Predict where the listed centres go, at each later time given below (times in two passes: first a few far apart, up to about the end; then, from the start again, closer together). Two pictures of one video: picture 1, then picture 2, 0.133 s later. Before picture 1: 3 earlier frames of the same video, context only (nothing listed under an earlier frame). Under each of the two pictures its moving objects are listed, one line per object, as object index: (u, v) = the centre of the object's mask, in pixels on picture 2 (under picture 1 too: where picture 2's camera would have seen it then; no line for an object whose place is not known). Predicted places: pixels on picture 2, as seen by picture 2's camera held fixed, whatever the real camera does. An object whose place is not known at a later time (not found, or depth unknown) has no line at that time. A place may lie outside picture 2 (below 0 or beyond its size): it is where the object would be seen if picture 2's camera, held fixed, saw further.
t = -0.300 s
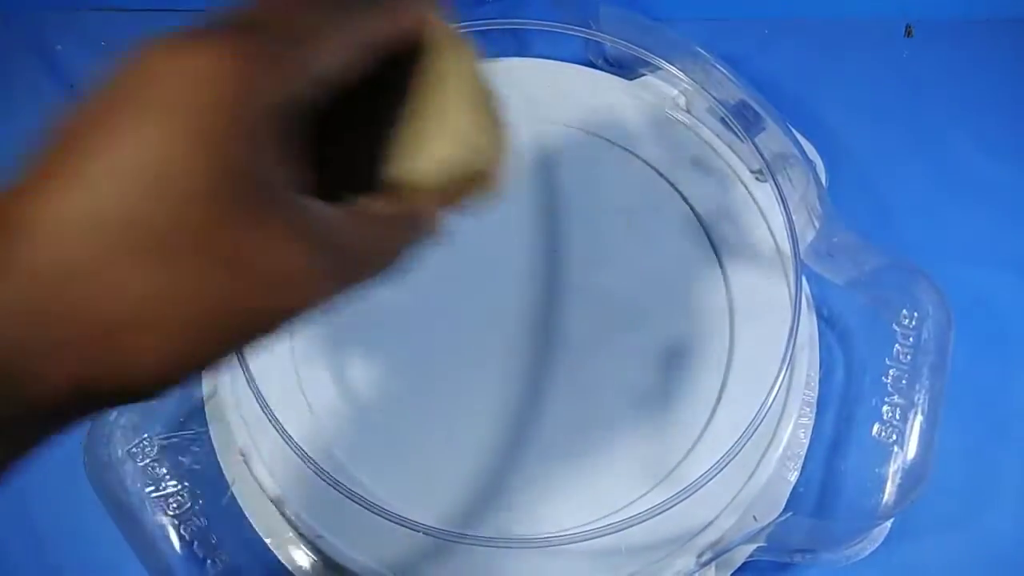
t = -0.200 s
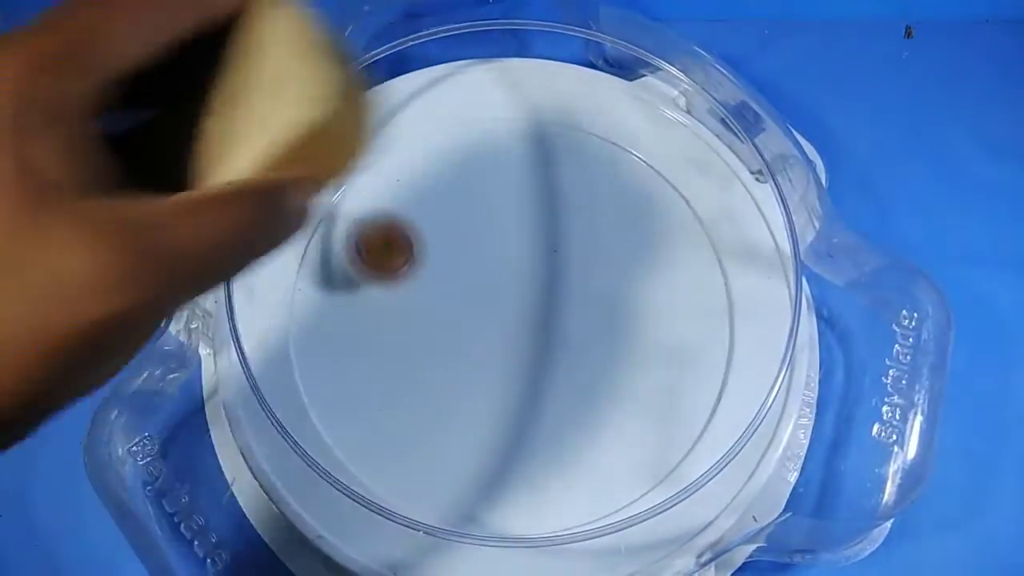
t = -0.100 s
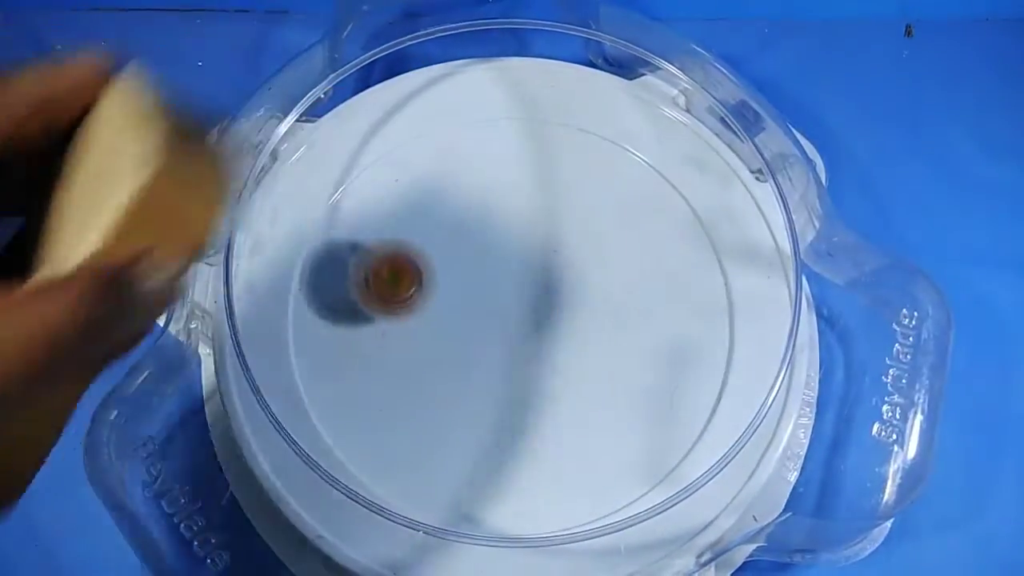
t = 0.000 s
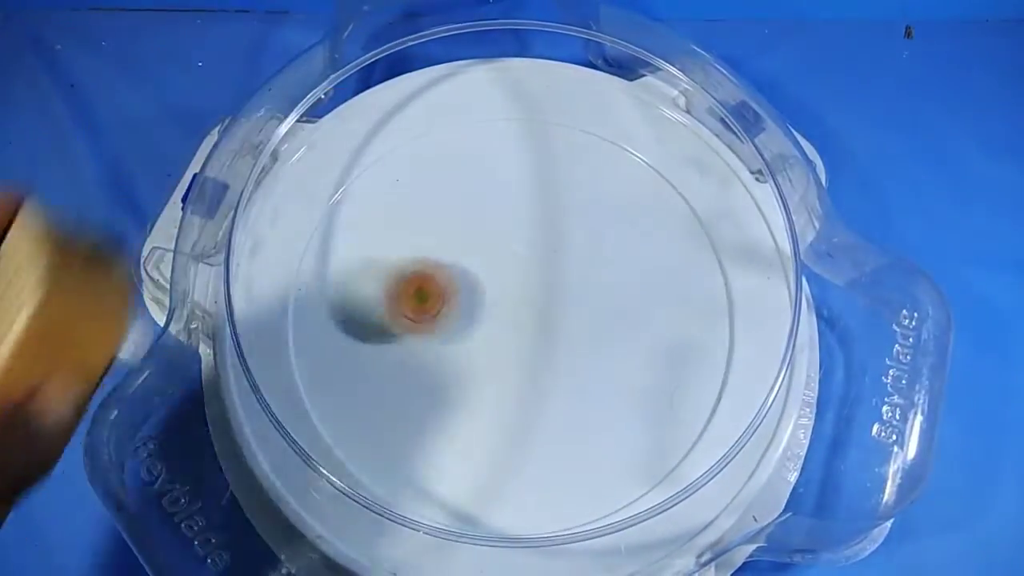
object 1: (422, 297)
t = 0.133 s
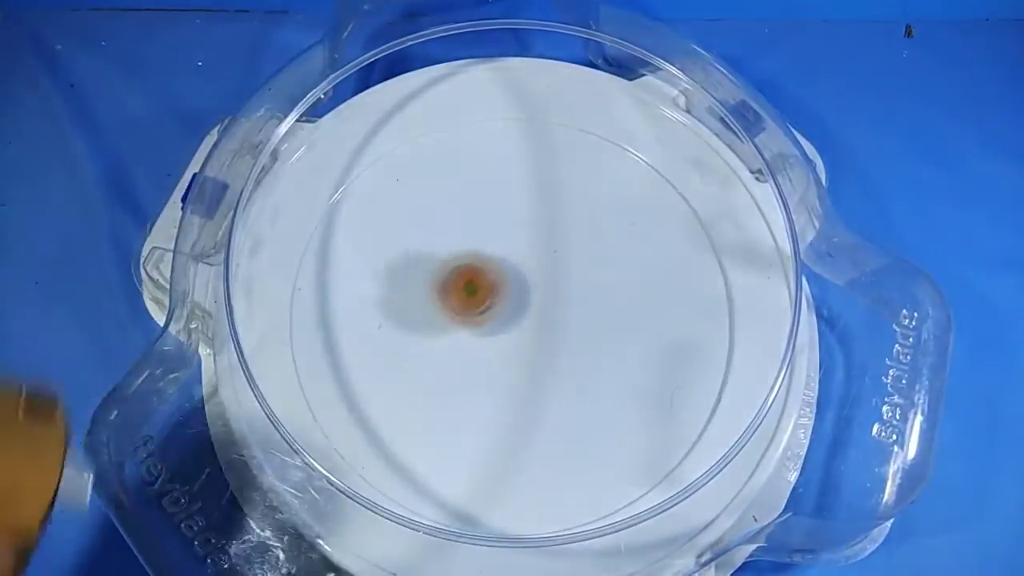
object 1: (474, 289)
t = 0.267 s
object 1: (512, 264)
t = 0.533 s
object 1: (530, 213)
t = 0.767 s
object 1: (508, 232)
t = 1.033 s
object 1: (544, 300)
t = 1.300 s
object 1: (592, 310)
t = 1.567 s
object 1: (544, 301)
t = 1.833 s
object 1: (491, 341)
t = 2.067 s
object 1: (484, 375)
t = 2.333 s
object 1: (499, 330)
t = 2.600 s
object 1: (461, 275)
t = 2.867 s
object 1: (426, 266)
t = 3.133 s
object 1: (476, 287)
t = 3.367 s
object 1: (531, 265)
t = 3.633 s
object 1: (543, 234)
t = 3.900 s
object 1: (519, 282)
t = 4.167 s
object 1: (540, 336)
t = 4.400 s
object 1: (558, 335)
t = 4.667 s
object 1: (507, 313)
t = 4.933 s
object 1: (450, 326)
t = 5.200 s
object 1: (462, 330)
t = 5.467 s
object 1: (486, 277)
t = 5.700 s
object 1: (478, 243)
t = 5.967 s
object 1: (487, 266)
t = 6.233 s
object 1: (536, 286)
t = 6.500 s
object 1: (559, 281)
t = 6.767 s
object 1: (526, 296)
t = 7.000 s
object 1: (500, 330)
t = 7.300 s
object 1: (496, 346)
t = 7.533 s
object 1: (492, 315)
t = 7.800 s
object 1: (470, 278)
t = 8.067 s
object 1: (462, 267)
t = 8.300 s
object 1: (493, 280)
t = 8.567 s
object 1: (535, 280)
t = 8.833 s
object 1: (543, 279)
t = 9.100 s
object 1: (520, 300)
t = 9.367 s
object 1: (502, 333)
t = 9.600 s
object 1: (500, 336)
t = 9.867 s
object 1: (491, 305)
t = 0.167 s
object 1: (485, 284)
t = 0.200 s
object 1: (495, 278)
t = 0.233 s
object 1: (504, 271)
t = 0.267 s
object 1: (512, 264)
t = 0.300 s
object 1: (517, 258)
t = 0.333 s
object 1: (521, 251)
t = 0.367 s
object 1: (526, 244)
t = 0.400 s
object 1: (529, 237)
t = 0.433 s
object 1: (530, 230)
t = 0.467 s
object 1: (532, 224)
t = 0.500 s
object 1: (532, 218)
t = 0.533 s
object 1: (530, 213)
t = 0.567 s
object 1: (528, 209)
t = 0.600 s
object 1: (526, 207)
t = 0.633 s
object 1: (522, 207)
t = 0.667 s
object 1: (517, 210)
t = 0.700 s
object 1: (513, 215)
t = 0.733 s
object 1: (510, 223)
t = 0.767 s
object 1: (508, 232)
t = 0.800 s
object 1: (509, 243)
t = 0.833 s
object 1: (510, 253)
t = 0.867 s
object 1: (514, 263)
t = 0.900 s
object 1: (519, 273)
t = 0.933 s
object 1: (524, 281)
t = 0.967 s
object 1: (531, 289)
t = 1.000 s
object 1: (537, 295)
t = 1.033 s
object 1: (544, 300)
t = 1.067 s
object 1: (551, 304)
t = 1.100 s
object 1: (559, 308)
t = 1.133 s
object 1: (566, 310)
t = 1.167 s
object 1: (573, 312)
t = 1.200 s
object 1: (579, 313)
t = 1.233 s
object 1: (585, 313)
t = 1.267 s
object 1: (589, 312)
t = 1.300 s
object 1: (592, 310)
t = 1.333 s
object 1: (592, 307)
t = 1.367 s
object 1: (591, 304)
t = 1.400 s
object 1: (586, 301)
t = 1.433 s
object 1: (580, 298)
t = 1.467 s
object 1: (571, 297)
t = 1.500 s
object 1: (562, 297)
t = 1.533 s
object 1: (553, 298)
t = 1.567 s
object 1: (544, 301)
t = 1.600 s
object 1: (534, 304)
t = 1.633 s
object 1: (527, 309)
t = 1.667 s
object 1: (519, 314)
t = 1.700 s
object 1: (513, 319)
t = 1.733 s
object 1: (506, 324)
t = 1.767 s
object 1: (500, 330)
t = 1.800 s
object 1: (495, 336)
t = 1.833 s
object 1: (491, 341)
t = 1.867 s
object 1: (487, 348)
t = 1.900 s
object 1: (484, 353)
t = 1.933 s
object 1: (481, 359)
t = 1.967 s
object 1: (480, 364)
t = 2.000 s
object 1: (481, 369)
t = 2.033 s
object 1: (482, 372)
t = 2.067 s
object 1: (484, 375)
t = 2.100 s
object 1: (488, 376)
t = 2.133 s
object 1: (491, 375)
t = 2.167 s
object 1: (495, 371)
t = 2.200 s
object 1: (497, 366)
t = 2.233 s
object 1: (500, 358)
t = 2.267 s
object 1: (500, 349)
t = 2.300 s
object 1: (500, 340)
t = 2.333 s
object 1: (499, 330)
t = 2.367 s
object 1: (497, 321)
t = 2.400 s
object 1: (493, 312)
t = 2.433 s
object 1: (488, 305)
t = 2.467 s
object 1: (483, 297)
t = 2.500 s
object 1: (477, 291)
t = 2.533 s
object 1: (472, 285)
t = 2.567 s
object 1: (465, 279)
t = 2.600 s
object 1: (461, 275)
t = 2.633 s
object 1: (455, 270)
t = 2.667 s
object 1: (449, 267)
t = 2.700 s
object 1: (444, 265)
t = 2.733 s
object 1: (440, 263)
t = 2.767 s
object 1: (433, 261)
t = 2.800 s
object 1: (431, 262)
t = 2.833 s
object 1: (427, 263)
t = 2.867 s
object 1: (426, 266)
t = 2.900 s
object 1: (426, 270)
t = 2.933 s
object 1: (428, 275)
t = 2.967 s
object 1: (431, 279)
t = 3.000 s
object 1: (440, 284)
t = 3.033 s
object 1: (449, 286)
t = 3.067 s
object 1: (457, 288)
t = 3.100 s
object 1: (465, 287)
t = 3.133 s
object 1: (476, 287)
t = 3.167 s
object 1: (487, 285)
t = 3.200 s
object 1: (497, 283)
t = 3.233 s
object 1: (506, 281)
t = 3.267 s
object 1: (513, 278)
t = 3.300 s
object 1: (519, 274)
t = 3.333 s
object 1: (526, 270)
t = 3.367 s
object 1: (531, 265)
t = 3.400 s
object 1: (536, 260)
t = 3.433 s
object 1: (541, 256)
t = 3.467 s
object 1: (544, 251)
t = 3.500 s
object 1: (547, 245)
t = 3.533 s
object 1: (548, 241)
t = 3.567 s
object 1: (547, 238)
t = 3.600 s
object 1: (546, 235)
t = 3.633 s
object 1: (543, 234)
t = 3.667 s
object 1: (538, 235)
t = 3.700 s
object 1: (533, 238)
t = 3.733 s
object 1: (528, 243)
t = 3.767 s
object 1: (524, 249)
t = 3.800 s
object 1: (522, 257)
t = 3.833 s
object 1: (519, 265)
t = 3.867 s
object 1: (518, 274)
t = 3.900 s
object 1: (519, 282)
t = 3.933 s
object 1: (519, 291)
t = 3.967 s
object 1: (521, 299)
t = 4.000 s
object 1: (523, 307)
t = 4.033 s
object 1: (525, 314)
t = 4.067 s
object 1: (528, 321)
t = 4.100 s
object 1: (532, 326)
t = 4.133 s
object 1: (535, 332)
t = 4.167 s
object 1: (540, 336)
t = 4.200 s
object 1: (544, 340)
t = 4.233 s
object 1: (548, 342)
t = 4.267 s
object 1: (552, 343)
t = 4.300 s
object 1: (555, 343)
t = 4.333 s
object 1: (557, 342)
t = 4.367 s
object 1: (558, 339)
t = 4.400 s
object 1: (558, 335)
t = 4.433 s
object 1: (555, 331)
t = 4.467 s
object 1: (550, 327)
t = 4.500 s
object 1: (544, 324)
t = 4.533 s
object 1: (538, 320)
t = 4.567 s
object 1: (531, 318)
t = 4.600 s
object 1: (522, 316)
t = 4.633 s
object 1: (514, 314)
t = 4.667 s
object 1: (507, 313)
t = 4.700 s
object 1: (498, 313)
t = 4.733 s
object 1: (489, 314)
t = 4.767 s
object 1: (481, 315)
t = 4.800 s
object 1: (473, 316)
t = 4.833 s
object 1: (466, 318)
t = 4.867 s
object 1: (460, 320)
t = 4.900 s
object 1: (454, 323)
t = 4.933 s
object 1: (450, 326)
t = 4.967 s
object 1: (448, 329)
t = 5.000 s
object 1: (446, 331)
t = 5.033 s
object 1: (444, 334)
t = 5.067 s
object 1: (447, 336)
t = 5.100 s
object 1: (448, 336)
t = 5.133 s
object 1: (453, 336)
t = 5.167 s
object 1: (459, 334)
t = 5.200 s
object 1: (462, 330)
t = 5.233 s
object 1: (469, 324)
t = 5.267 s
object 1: (472, 319)
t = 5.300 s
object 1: (476, 313)
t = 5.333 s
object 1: (479, 306)
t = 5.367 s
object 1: (480, 298)
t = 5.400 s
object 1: (484, 291)
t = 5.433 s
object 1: (485, 284)
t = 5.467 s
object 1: (486, 277)
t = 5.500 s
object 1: (487, 270)
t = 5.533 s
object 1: (486, 264)
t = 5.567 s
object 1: (484, 258)
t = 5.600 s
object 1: (483, 253)
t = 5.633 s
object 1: (481, 249)
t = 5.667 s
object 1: (478, 245)
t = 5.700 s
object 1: (478, 243)
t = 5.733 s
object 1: (476, 242)
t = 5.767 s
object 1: (473, 242)
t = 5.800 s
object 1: (472, 244)
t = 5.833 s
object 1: (472, 247)
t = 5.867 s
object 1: (474, 251)
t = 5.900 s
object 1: (477, 256)
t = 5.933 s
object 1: (479, 261)
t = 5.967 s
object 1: (487, 266)
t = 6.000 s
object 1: (493, 271)
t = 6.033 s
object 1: (499, 274)
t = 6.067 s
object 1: (505, 277)
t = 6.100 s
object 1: (511, 280)
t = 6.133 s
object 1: (517, 282)
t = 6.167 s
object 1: (524, 284)
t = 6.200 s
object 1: (530, 285)
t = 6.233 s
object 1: (536, 286)
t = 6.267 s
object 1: (541, 286)
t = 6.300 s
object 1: (547, 286)
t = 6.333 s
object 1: (552, 286)
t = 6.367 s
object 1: (556, 285)
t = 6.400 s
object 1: (558, 284)
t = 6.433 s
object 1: (560, 282)
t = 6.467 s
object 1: (560, 281)
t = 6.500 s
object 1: (559, 281)
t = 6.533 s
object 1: (557, 280)
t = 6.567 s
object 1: (554, 280)
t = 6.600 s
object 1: (551, 281)
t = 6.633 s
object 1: (546, 283)
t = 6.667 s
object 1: (541, 285)
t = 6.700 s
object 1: (537, 288)
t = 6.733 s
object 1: (531, 291)
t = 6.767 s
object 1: (526, 296)
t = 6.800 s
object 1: (522, 300)
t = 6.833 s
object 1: (518, 304)
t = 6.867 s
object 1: (514, 309)
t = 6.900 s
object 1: (511, 314)
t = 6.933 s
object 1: (506, 319)
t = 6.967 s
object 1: (503, 324)
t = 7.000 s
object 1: (500, 330)
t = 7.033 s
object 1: (498, 334)
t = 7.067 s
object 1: (496, 338)
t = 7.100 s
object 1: (495, 342)
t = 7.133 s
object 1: (494, 345)
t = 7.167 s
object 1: (494, 347)
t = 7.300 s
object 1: (496, 346)
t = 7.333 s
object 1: (497, 344)
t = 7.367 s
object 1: (497, 340)
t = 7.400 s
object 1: (497, 336)
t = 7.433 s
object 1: (496, 331)
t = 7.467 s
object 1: (495, 326)
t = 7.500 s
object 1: (494, 321)
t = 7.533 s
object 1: (492, 315)
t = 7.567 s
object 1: (491, 310)
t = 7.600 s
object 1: (489, 305)
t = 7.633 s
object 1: (486, 299)
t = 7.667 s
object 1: (483, 294)
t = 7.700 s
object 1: (480, 290)
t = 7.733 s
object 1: (476, 286)
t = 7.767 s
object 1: (473, 282)
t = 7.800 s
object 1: (470, 278)
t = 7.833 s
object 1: (468, 274)
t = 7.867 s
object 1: (465, 272)
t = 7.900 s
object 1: (463, 269)
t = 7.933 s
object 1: (462, 268)
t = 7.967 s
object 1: (461, 266)
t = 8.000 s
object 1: (461, 266)
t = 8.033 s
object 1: (461, 266)
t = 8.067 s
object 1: (462, 267)
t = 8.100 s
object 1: (463, 269)
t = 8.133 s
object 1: (467, 271)
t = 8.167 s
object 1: (470, 274)
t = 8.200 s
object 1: (474, 275)
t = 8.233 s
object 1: (480, 277)
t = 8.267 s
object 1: (486, 279)
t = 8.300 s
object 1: (493, 280)
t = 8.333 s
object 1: (498, 281)
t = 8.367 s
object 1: (505, 281)
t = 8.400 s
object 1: (510, 281)
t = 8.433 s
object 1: (517, 281)
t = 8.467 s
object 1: (521, 281)
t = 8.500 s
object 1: (527, 281)
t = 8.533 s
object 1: (532, 281)
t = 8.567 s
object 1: (535, 280)
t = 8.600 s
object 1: (539, 279)
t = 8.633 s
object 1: (542, 278)
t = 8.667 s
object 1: (543, 278)
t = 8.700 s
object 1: (545, 277)
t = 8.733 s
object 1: (545, 277)
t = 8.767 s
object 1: (545, 277)
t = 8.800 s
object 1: (545, 278)
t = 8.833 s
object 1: (543, 279)
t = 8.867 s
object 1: (541, 280)
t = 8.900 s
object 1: (538, 282)
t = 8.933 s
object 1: (535, 284)
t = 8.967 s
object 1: (532, 286)
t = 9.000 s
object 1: (530, 290)
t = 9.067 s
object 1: (524, 297)
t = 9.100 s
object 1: (520, 300)
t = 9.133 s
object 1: (517, 305)
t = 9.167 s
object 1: (514, 310)
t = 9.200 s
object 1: (512, 314)
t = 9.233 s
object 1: (509, 319)
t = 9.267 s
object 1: (507, 323)
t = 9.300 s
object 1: (505, 326)
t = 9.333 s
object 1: (503, 330)
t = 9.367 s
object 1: (502, 333)
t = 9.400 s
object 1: (501, 335)
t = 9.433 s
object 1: (501, 337)
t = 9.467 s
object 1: (500, 339)
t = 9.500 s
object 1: (500, 340)
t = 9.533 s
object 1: (500, 339)
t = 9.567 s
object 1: (500, 338)
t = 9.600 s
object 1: (500, 336)
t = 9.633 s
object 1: (499, 333)
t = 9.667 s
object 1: (499, 330)
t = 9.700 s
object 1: (499, 327)
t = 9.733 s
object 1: (498, 323)
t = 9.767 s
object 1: (496, 318)
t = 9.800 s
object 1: (495, 314)
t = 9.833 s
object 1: (493, 310)
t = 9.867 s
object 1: (491, 305)
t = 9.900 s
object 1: (489, 300)
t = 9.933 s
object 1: (486, 297)
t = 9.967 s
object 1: (484, 293)
